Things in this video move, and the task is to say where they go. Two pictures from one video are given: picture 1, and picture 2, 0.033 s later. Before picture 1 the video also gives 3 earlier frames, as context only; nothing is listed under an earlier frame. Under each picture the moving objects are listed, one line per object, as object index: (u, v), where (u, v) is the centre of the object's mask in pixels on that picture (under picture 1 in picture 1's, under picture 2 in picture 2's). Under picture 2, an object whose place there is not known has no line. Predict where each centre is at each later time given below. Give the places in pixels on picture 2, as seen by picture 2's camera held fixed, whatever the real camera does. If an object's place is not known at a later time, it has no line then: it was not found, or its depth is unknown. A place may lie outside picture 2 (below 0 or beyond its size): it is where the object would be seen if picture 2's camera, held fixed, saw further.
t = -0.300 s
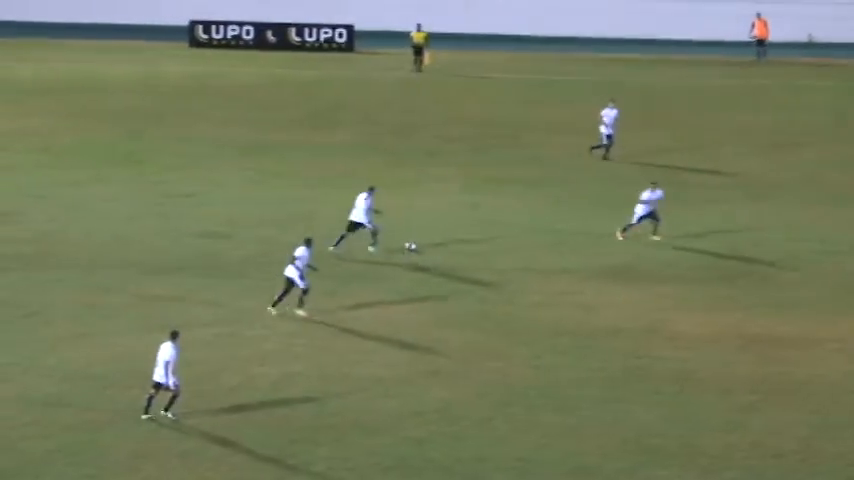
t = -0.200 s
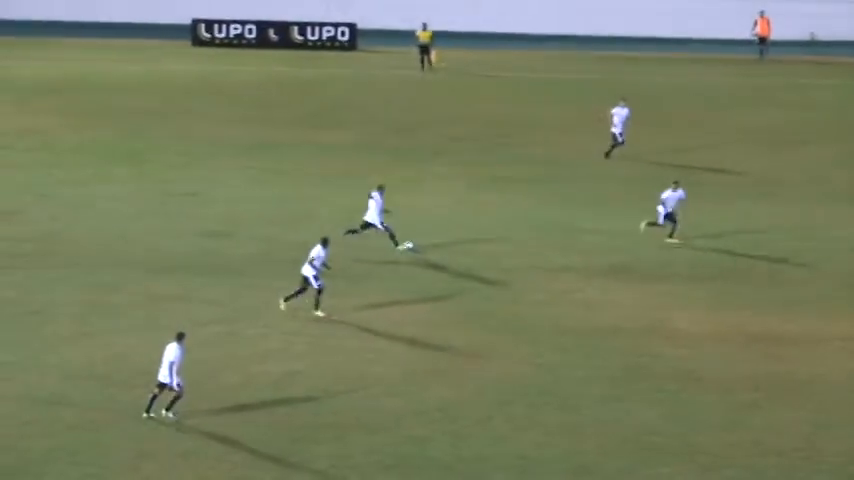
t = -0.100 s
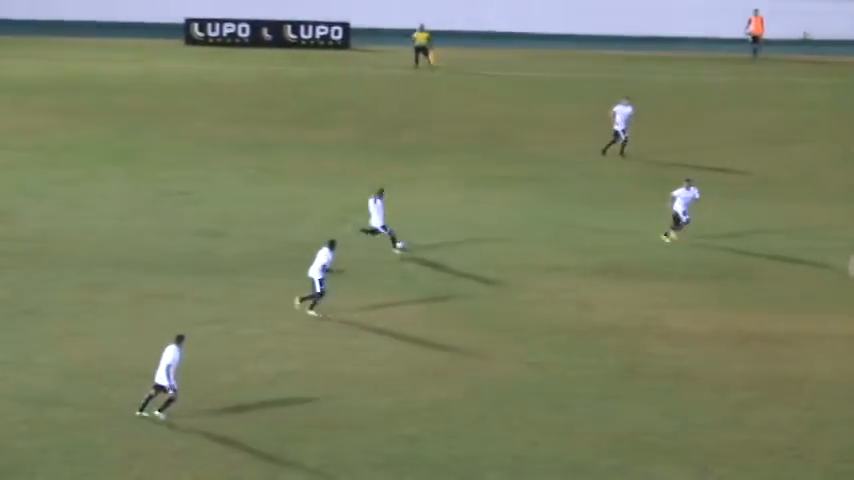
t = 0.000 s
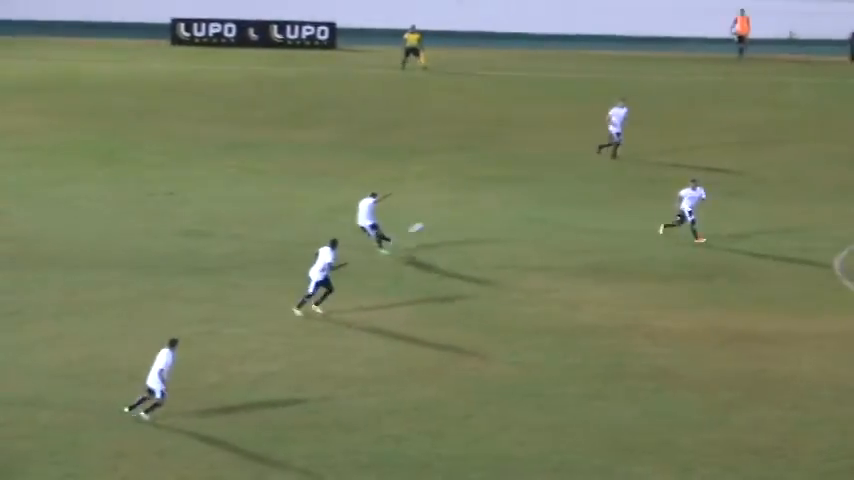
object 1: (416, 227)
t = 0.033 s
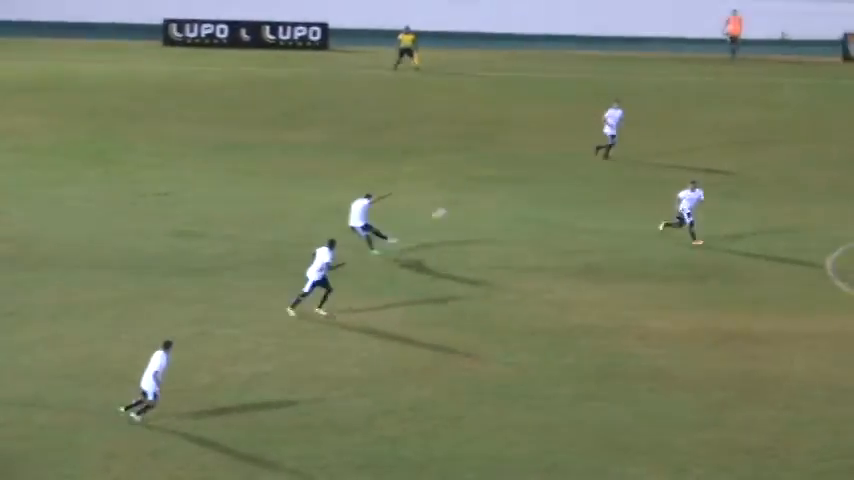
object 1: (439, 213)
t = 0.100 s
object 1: (501, 182)
